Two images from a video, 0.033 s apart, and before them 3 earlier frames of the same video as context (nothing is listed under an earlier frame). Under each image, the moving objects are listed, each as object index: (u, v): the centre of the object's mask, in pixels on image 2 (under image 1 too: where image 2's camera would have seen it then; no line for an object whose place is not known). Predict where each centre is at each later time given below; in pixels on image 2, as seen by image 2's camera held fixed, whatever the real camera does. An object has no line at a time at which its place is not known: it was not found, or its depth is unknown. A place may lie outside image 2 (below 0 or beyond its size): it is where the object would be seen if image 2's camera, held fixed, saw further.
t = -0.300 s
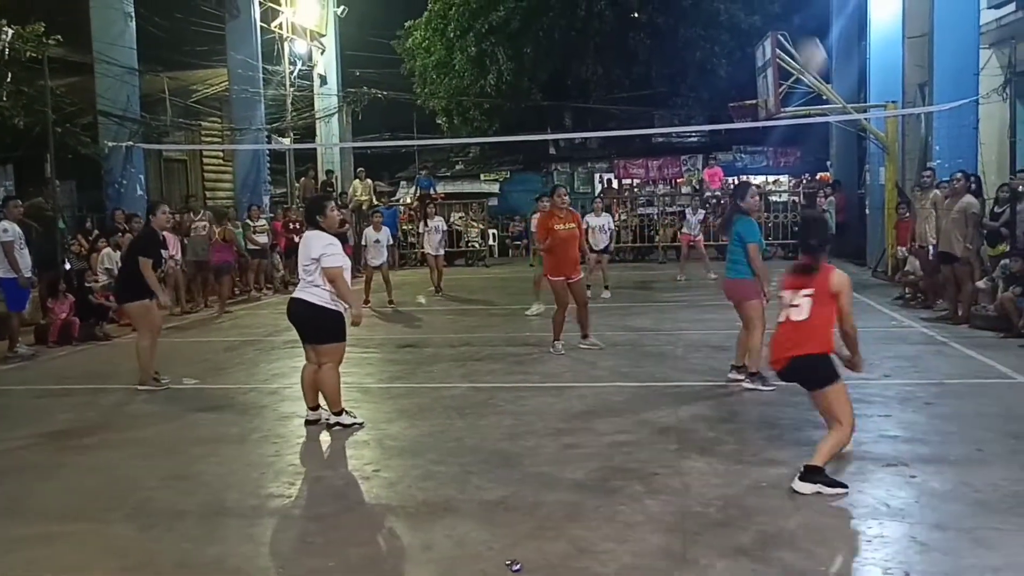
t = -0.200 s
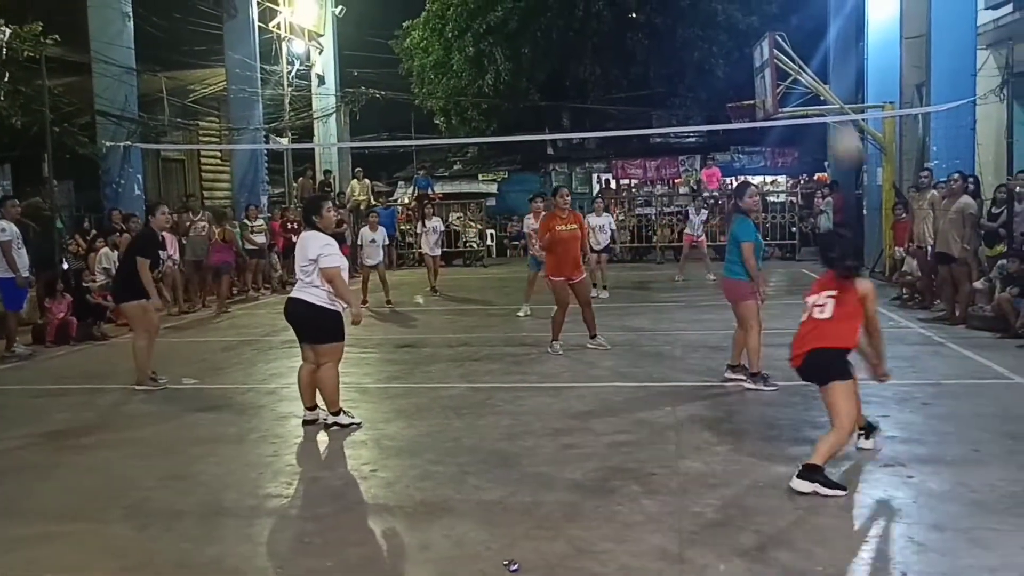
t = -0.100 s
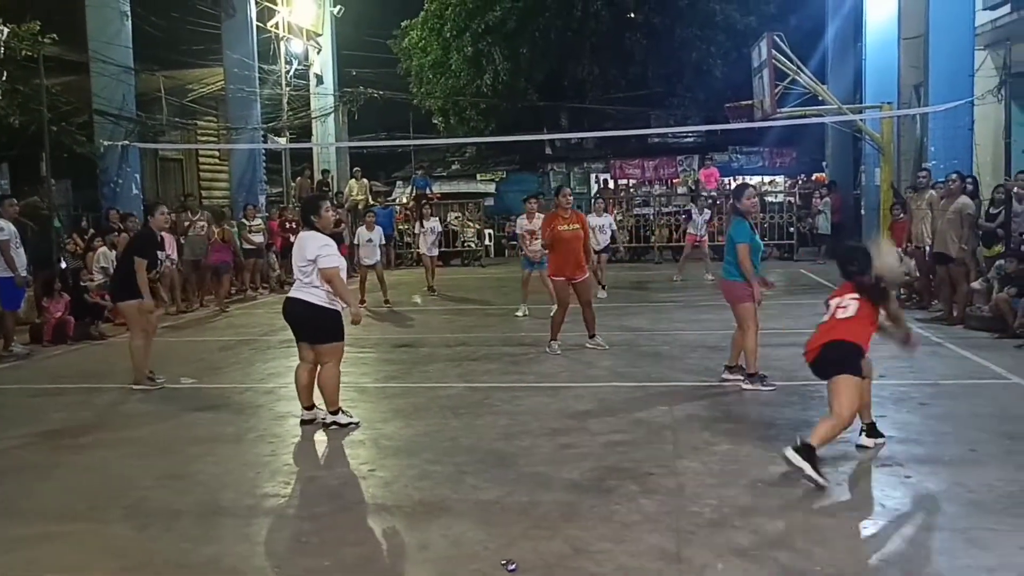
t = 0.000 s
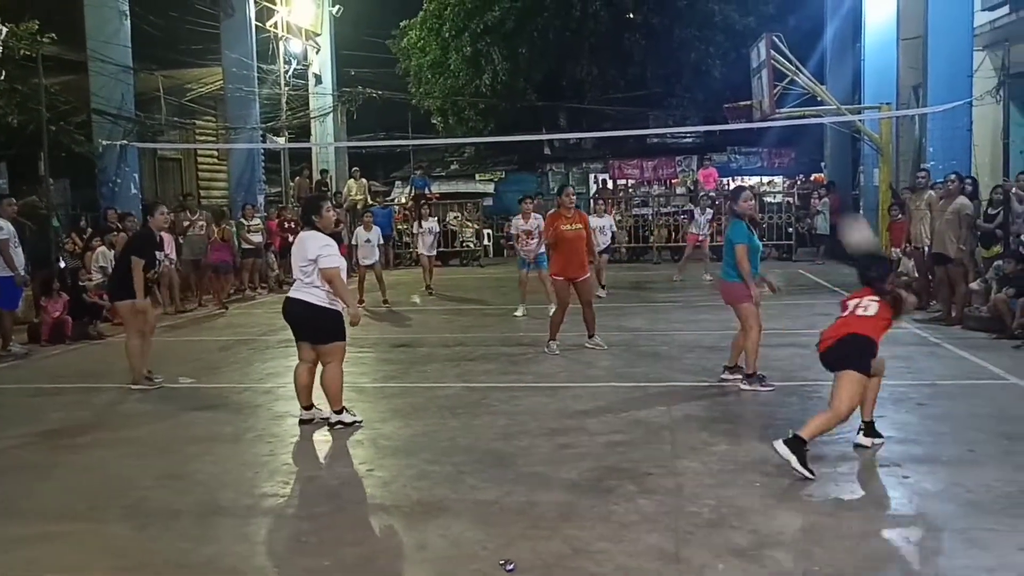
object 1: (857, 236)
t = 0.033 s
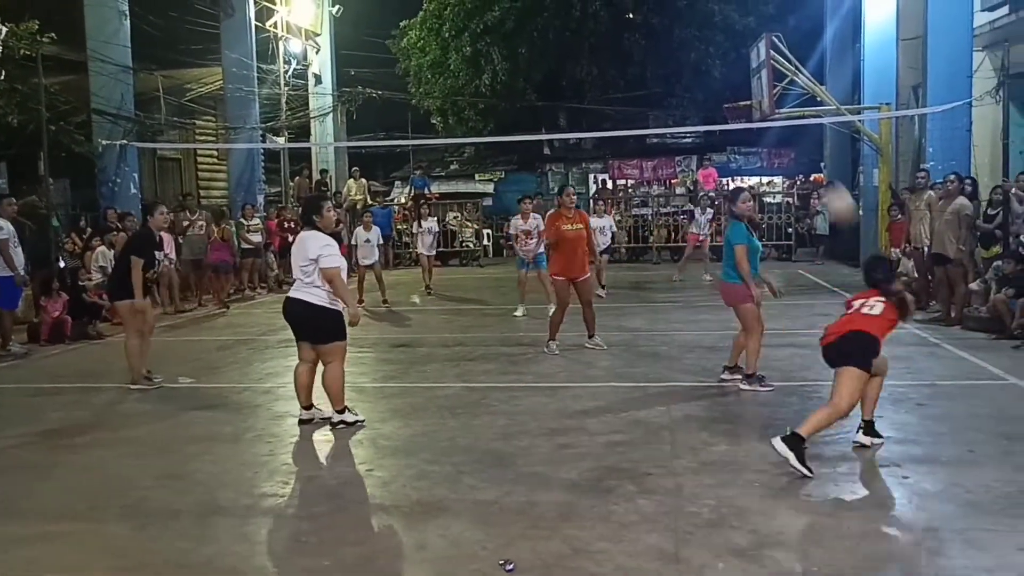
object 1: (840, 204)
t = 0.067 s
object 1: (821, 175)
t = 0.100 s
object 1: (804, 150)
